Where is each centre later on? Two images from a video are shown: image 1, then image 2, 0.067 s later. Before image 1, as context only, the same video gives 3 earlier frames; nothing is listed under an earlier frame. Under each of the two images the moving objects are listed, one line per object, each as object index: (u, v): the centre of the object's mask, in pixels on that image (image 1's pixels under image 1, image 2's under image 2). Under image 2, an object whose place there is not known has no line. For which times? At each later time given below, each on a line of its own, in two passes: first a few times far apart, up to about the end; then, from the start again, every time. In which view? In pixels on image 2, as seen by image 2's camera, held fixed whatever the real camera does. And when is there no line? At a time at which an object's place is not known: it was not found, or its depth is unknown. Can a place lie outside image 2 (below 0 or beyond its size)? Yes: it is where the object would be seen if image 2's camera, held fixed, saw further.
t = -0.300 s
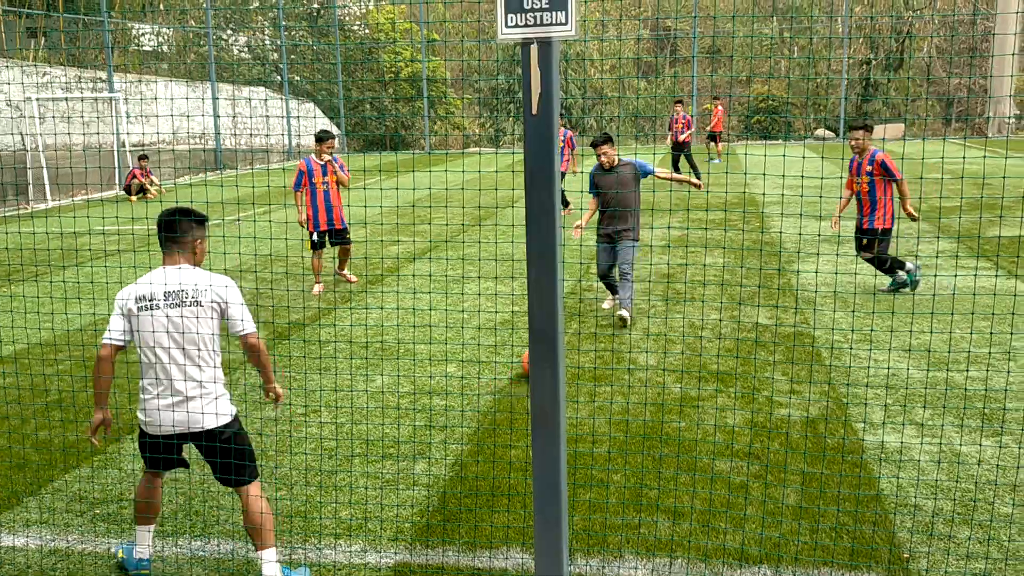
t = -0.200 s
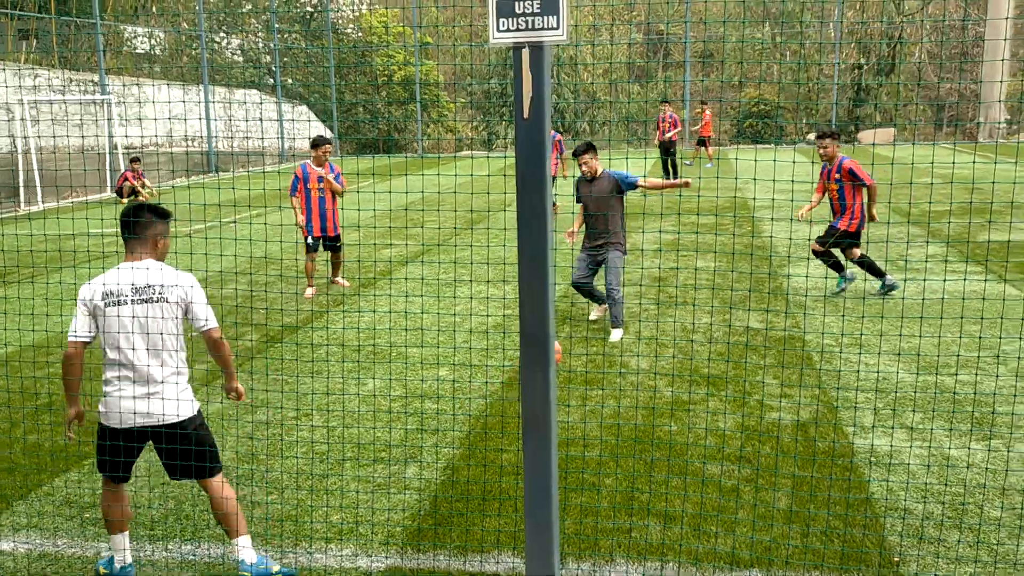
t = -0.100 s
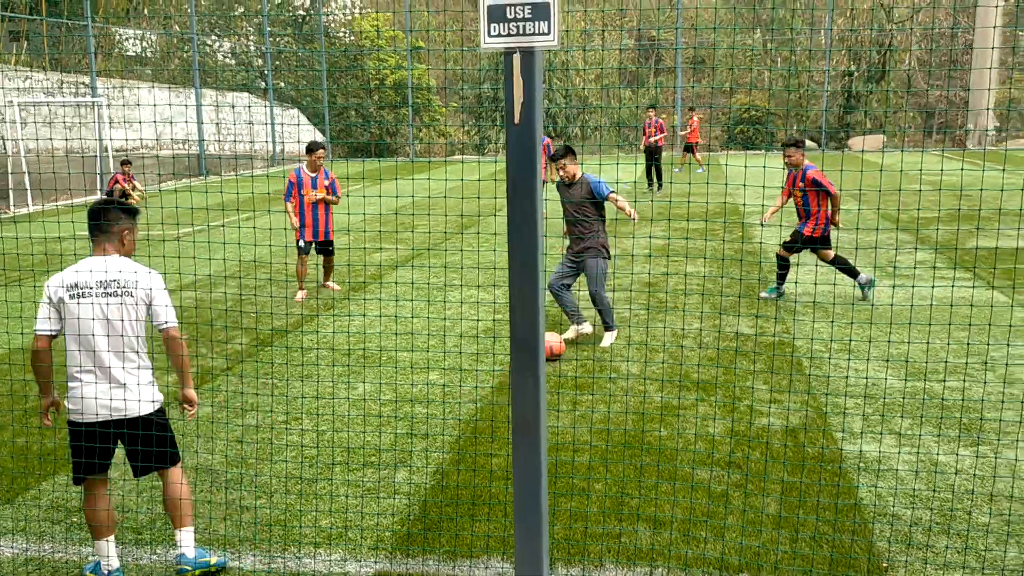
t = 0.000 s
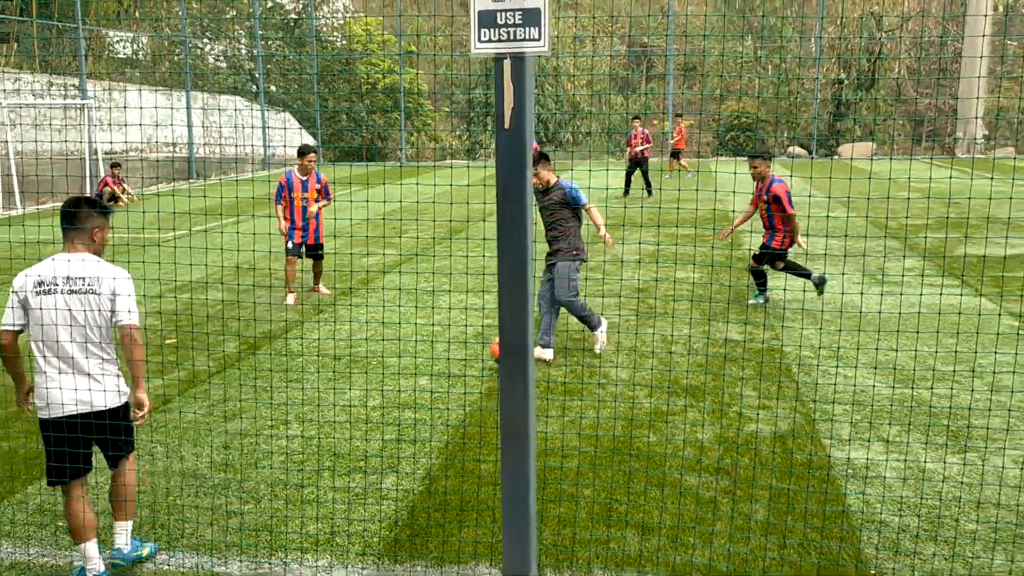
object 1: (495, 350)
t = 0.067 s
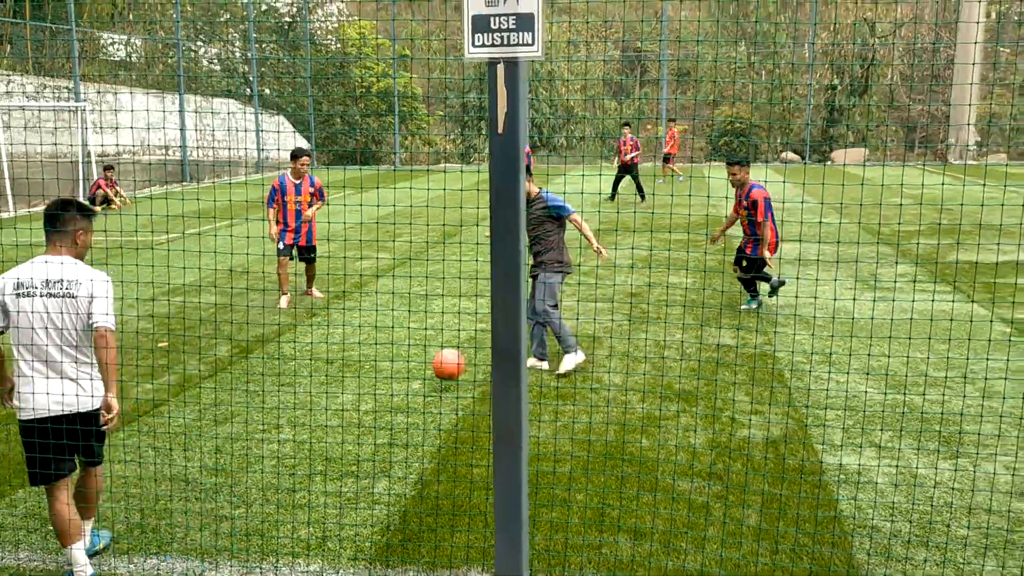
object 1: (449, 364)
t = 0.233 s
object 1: (313, 403)
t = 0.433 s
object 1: (151, 451)
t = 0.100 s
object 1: (422, 372)
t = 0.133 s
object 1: (393, 382)
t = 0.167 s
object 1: (365, 395)
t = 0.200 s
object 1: (338, 402)
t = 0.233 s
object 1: (313, 403)
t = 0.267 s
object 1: (288, 406)
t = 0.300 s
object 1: (262, 411)
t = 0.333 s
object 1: (236, 418)
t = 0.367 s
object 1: (208, 428)
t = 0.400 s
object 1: (180, 440)
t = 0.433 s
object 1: (151, 451)
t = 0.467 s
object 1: (129, 454)
